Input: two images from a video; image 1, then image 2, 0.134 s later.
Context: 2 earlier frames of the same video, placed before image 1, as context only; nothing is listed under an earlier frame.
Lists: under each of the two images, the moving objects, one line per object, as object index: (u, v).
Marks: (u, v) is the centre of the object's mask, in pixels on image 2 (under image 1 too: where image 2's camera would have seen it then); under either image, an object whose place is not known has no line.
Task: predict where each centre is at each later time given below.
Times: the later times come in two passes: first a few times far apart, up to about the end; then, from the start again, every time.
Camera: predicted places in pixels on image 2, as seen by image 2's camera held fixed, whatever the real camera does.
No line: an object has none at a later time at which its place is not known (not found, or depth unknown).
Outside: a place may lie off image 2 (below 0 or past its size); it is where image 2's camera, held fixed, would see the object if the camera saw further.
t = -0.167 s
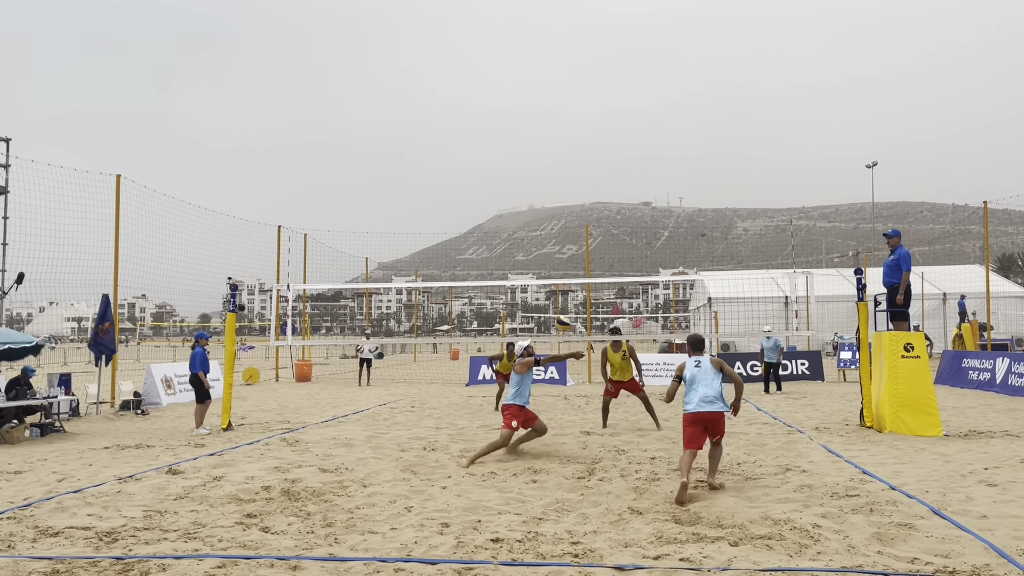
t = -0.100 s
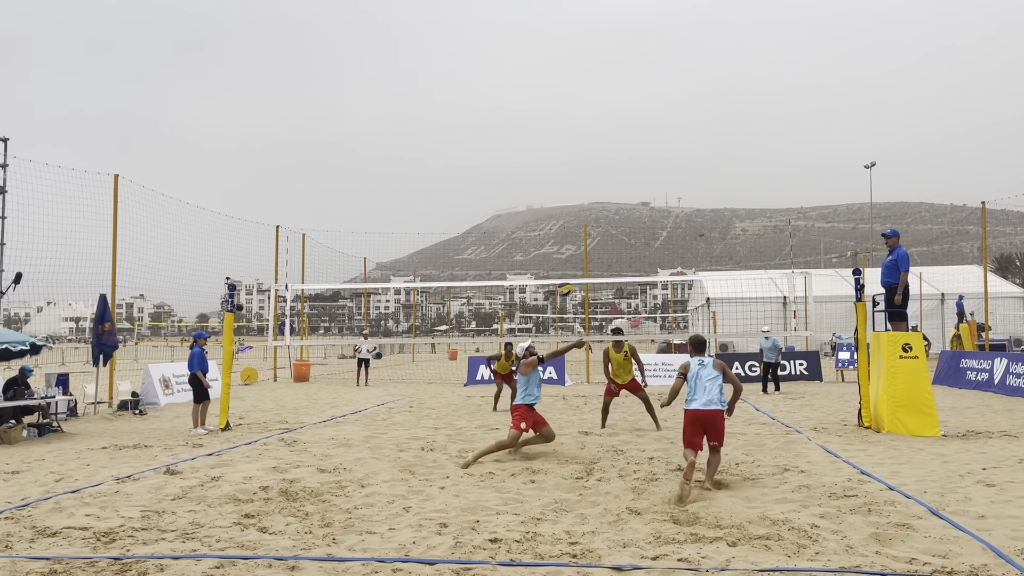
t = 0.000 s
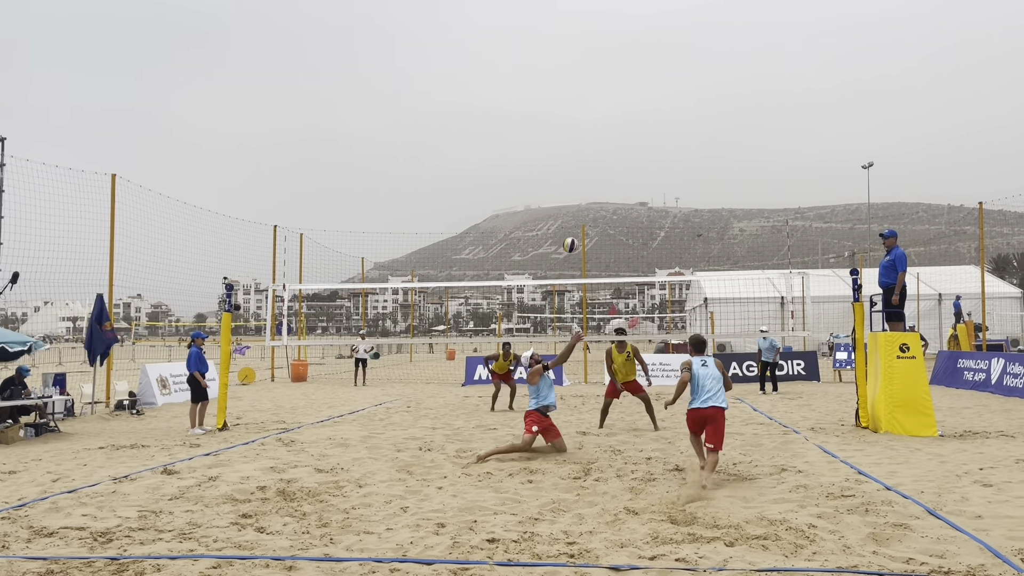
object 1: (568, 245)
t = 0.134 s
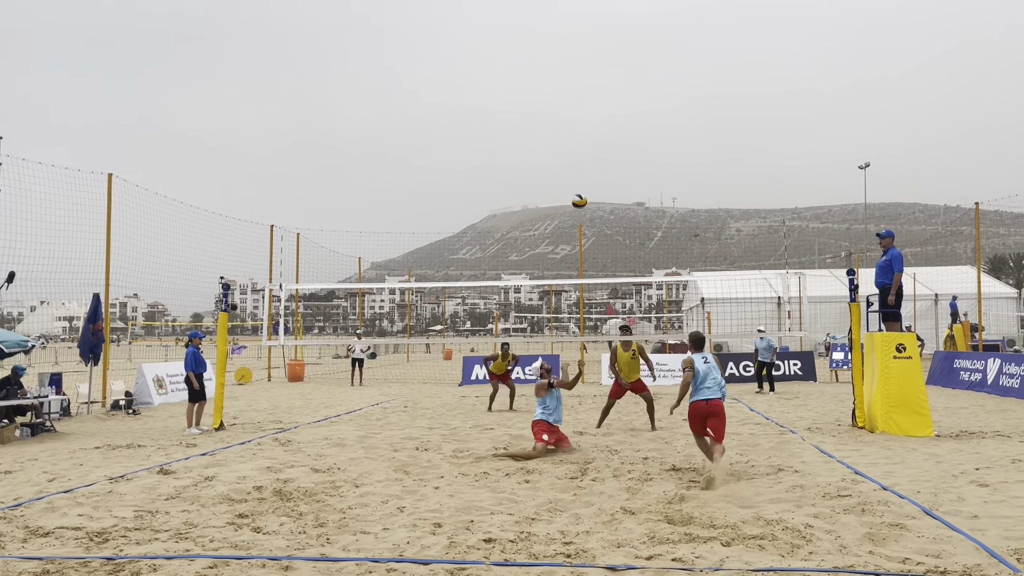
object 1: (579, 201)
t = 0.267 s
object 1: (592, 171)
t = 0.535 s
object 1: (618, 148)
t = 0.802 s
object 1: (648, 170)
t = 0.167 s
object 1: (582, 193)
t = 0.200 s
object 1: (585, 184)
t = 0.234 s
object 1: (589, 177)
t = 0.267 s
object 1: (592, 171)
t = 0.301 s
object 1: (595, 165)
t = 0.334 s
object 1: (598, 161)
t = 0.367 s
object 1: (601, 157)
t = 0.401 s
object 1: (605, 154)
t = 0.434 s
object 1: (608, 151)
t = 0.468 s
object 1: (611, 149)
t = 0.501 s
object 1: (615, 148)
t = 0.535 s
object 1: (618, 148)
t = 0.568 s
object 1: (622, 148)
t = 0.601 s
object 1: (625, 149)
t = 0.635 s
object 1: (629, 151)
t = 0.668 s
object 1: (633, 153)
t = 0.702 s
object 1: (637, 156)
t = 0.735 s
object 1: (640, 160)
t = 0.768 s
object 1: (644, 165)
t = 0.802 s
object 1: (648, 170)
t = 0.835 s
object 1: (651, 176)
